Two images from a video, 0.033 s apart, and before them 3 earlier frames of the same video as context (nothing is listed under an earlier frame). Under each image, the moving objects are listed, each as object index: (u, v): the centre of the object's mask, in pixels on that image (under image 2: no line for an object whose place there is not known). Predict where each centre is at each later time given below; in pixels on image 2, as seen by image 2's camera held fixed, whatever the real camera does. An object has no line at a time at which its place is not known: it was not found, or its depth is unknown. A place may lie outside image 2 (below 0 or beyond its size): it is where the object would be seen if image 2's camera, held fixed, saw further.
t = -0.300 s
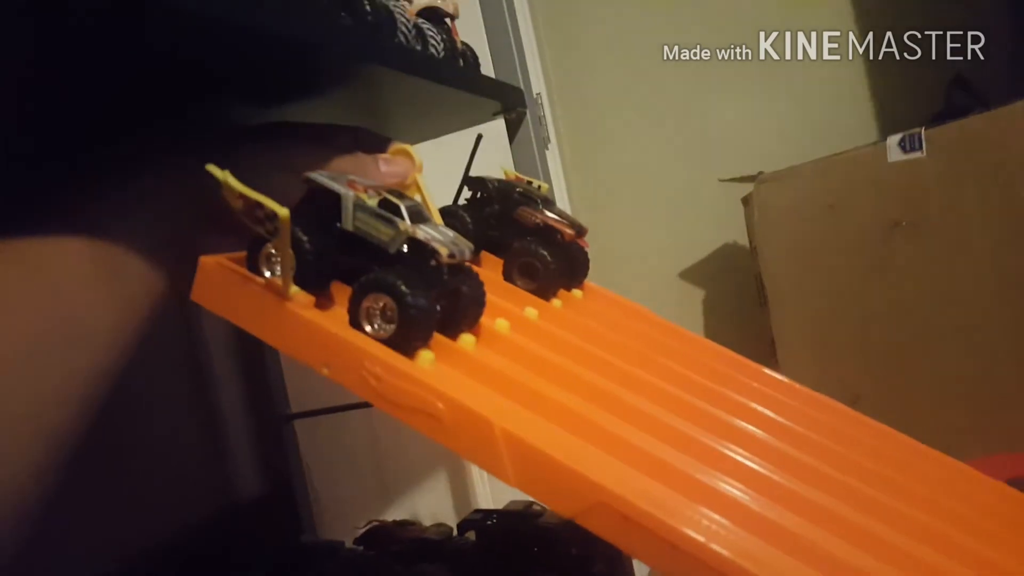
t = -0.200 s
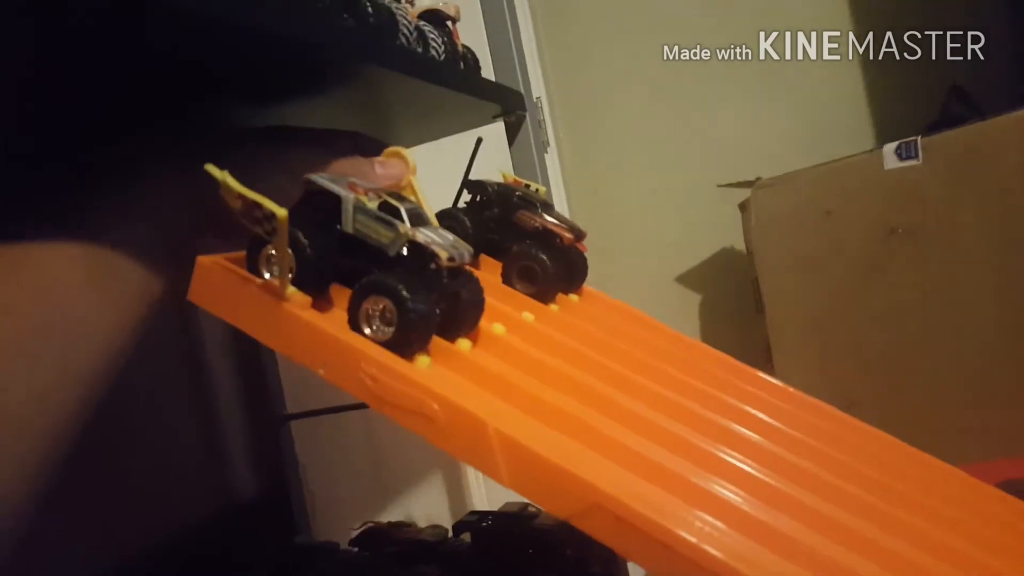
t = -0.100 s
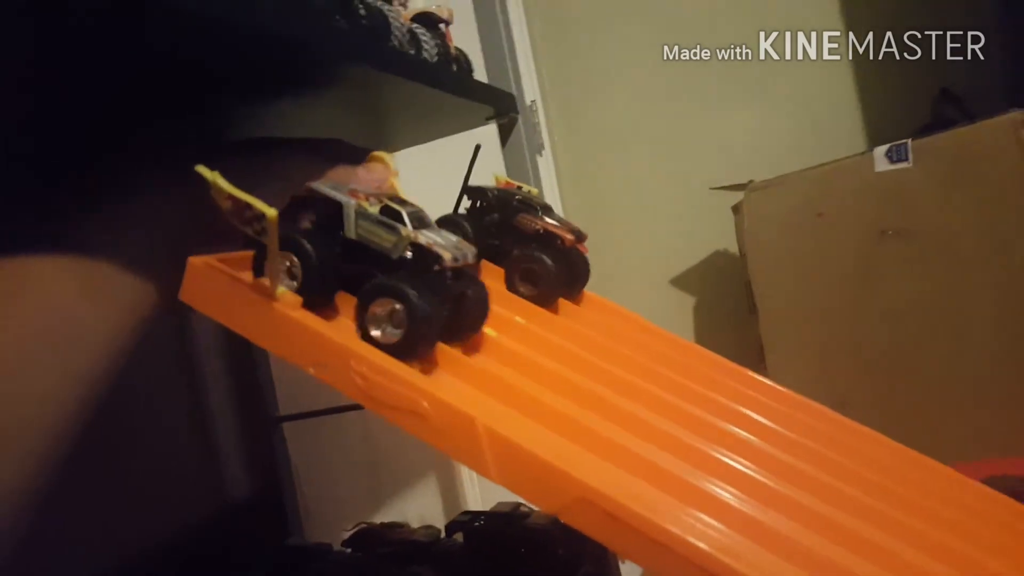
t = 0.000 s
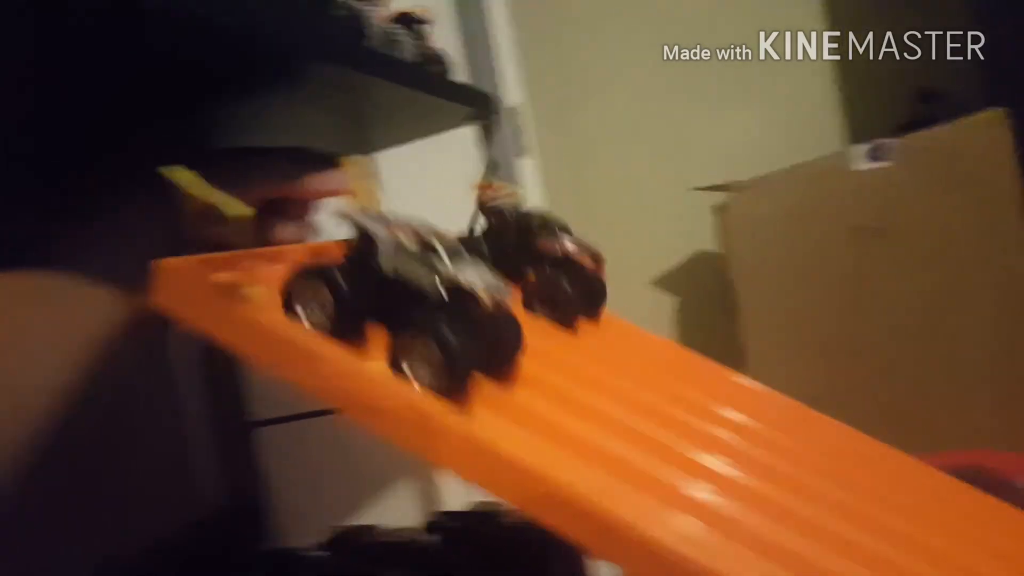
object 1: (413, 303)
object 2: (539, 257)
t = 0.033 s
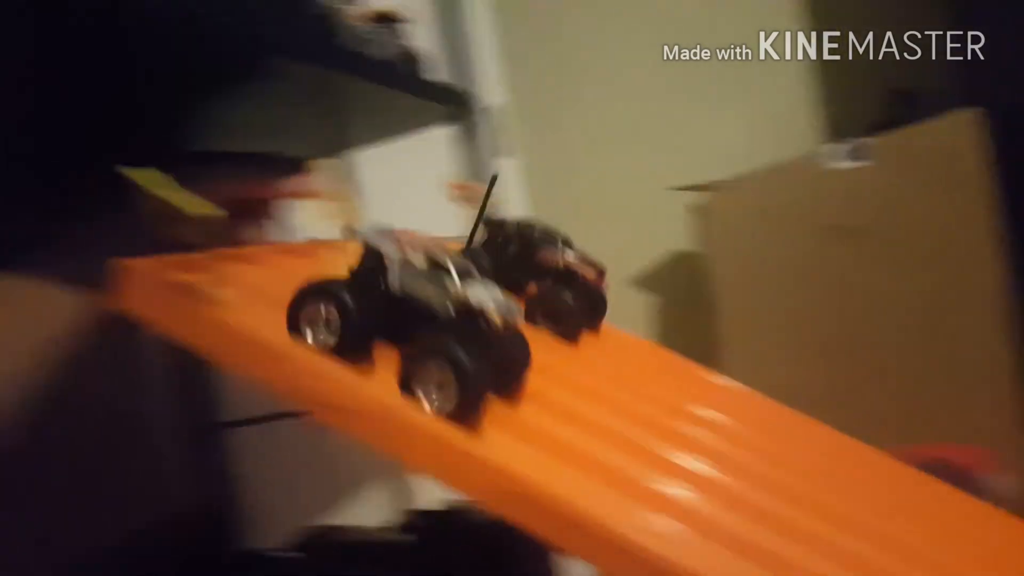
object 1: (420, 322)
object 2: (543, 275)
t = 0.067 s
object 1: (448, 337)
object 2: (567, 285)
